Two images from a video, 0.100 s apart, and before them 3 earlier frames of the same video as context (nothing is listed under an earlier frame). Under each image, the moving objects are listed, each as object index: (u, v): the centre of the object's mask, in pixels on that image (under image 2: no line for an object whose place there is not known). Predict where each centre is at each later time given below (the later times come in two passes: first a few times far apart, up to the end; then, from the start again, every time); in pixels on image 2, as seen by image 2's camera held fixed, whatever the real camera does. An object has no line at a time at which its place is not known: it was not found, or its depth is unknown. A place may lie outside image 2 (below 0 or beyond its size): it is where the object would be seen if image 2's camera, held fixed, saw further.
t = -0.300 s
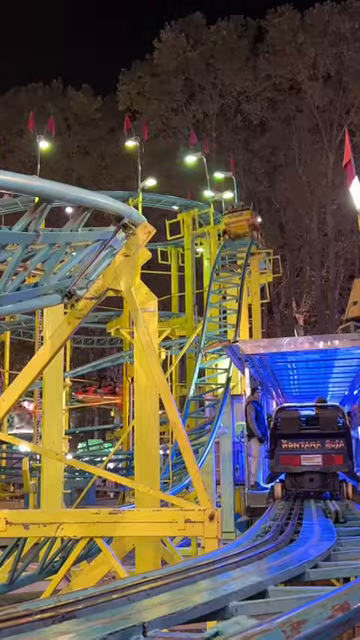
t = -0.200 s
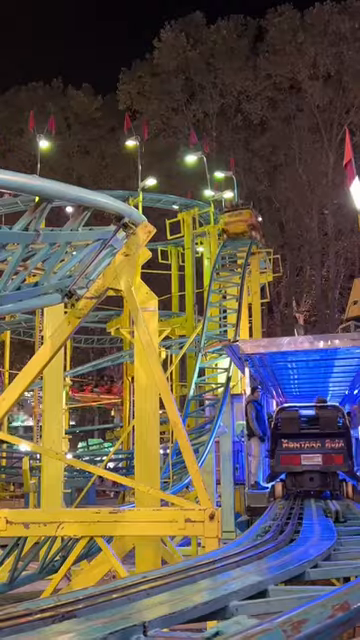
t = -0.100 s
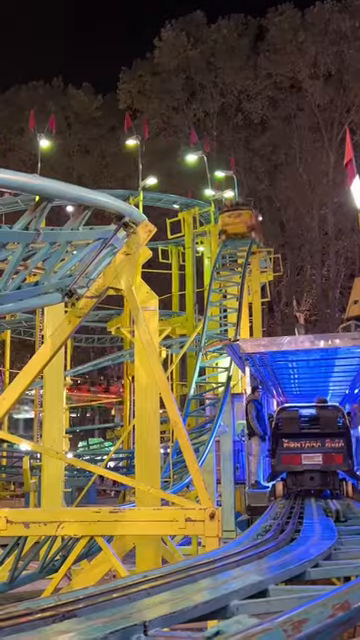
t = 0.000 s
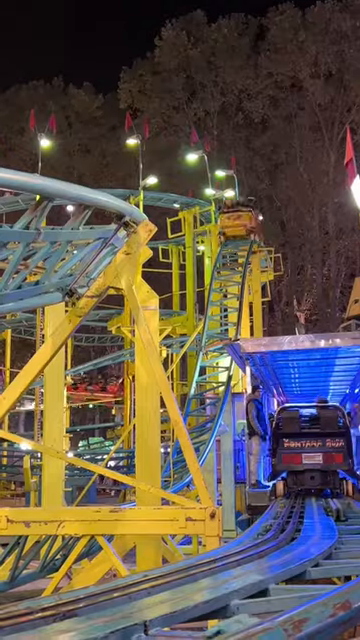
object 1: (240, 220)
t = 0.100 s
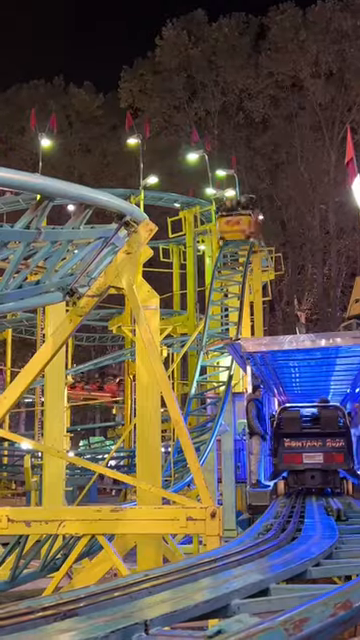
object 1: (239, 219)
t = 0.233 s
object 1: (235, 223)
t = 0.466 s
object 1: (228, 239)
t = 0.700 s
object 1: (219, 273)
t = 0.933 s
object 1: (206, 321)
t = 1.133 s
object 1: (201, 366)
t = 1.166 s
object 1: (201, 372)
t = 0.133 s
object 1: (237, 220)
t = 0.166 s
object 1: (237, 221)
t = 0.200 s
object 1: (237, 222)
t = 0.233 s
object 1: (235, 223)
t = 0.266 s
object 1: (233, 225)
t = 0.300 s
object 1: (232, 227)
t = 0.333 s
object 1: (232, 229)
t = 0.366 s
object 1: (230, 231)
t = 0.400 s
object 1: (230, 234)
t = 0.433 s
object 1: (229, 236)
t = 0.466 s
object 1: (228, 239)
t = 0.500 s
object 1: (227, 243)
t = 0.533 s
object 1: (226, 247)
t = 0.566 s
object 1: (225, 252)
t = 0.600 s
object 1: (223, 256)
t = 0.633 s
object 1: (221, 261)
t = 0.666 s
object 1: (220, 266)
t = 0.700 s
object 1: (219, 273)
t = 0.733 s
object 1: (216, 279)
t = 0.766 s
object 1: (214, 287)
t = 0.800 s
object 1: (215, 295)
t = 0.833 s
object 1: (213, 301)
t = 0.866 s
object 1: (209, 309)
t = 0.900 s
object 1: (207, 315)
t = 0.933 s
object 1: (206, 321)
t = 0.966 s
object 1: (206, 330)
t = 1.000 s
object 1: (204, 338)
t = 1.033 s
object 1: (203, 346)
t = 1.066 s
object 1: (201, 352)
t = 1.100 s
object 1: (200, 358)
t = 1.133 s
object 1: (201, 366)
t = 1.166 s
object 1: (201, 372)
